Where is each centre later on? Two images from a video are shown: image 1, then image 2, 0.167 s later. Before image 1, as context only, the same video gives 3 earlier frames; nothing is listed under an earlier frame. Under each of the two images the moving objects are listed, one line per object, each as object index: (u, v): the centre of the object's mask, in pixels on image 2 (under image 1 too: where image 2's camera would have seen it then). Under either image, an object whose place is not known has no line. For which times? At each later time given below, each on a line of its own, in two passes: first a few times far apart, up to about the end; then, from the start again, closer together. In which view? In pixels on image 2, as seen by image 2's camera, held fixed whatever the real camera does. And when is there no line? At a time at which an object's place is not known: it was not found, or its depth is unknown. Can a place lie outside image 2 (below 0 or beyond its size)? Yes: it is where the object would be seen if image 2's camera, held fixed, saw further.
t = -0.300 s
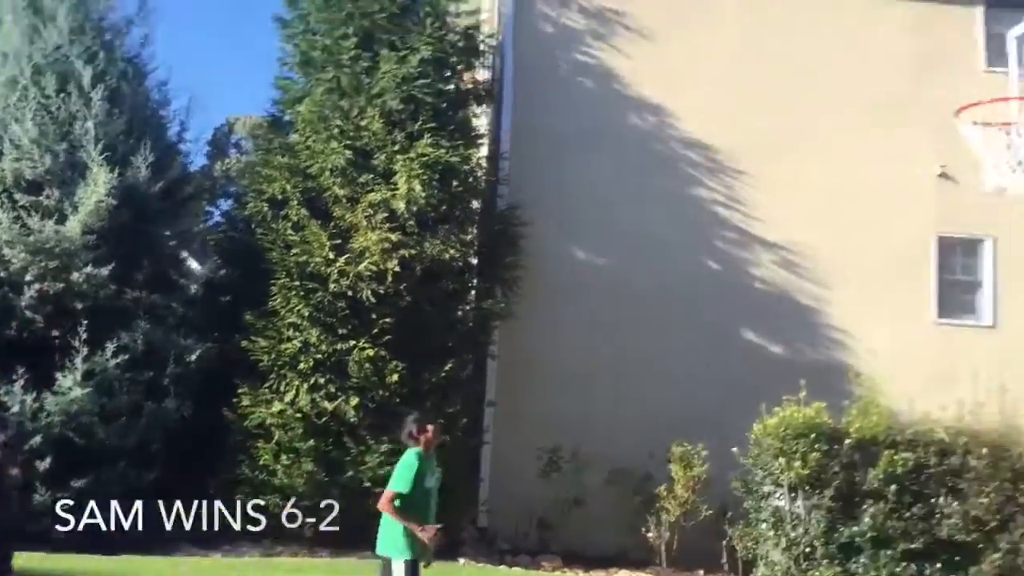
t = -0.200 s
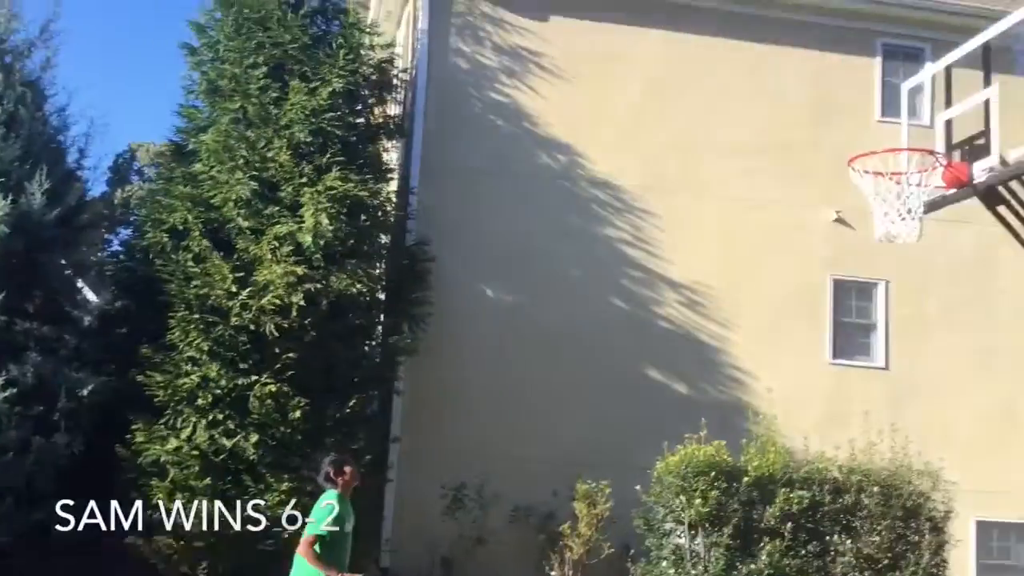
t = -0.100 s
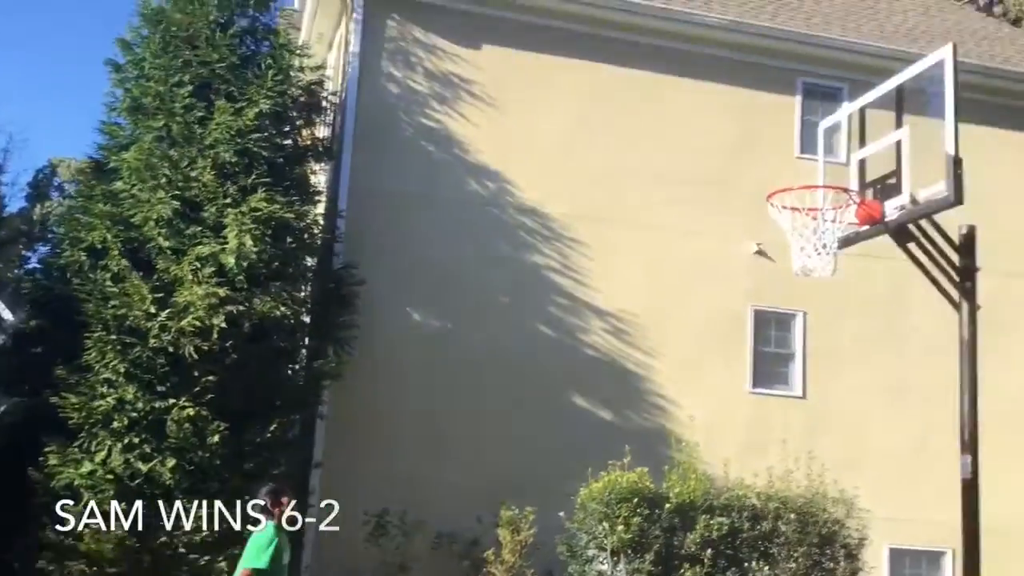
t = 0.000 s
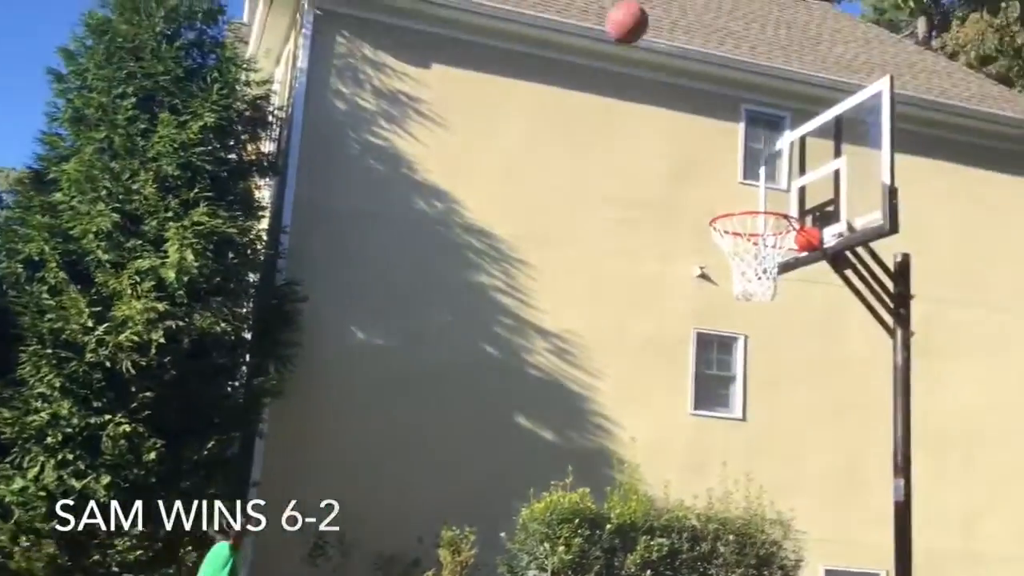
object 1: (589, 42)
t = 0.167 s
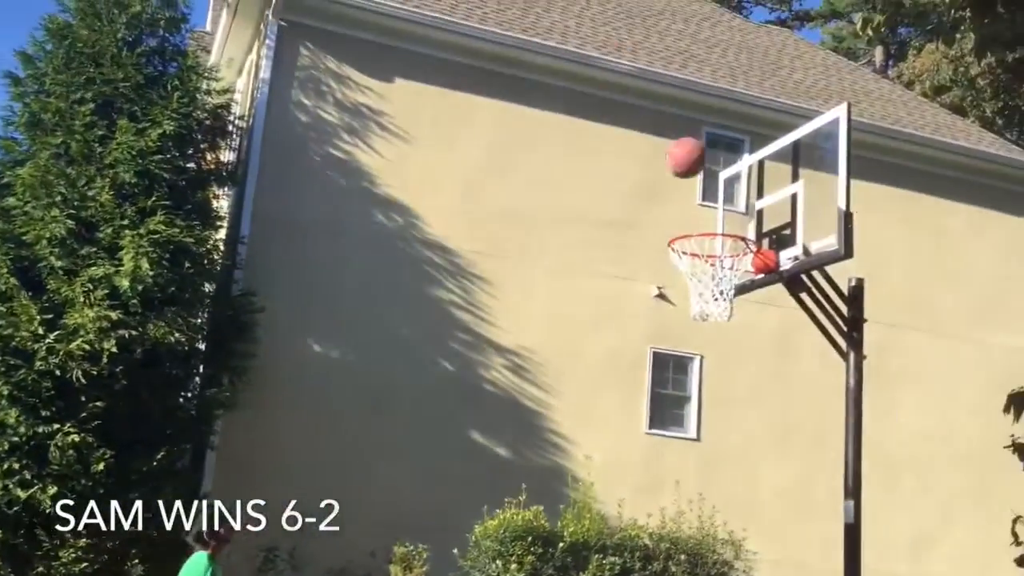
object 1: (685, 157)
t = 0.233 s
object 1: (723, 214)
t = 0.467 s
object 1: (720, 234)
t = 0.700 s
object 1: (683, 299)
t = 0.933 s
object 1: (666, 442)
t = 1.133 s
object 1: (636, 627)
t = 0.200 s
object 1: (704, 185)
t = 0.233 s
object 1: (723, 214)
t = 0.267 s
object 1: (738, 239)
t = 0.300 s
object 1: (737, 239)
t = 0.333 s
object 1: (735, 235)
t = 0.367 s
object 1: (731, 233)
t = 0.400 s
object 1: (728, 232)
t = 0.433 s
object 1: (725, 232)
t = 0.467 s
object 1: (720, 234)
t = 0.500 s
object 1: (716, 238)
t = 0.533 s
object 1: (713, 242)
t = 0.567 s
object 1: (711, 246)
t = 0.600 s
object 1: (705, 258)
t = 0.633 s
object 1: (703, 269)
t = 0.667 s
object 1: (684, 289)
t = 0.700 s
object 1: (683, 299)
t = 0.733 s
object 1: (686, 318)
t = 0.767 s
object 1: (686, 332)
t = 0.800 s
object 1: (683, 350)
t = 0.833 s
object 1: (678, 370)
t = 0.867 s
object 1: (674, 392)
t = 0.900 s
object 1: (669, 416)
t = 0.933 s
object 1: (666, 442)
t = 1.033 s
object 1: (653, 529)
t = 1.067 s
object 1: (646, 561)
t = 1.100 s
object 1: (642, 597)
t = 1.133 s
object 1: (636, 627)
